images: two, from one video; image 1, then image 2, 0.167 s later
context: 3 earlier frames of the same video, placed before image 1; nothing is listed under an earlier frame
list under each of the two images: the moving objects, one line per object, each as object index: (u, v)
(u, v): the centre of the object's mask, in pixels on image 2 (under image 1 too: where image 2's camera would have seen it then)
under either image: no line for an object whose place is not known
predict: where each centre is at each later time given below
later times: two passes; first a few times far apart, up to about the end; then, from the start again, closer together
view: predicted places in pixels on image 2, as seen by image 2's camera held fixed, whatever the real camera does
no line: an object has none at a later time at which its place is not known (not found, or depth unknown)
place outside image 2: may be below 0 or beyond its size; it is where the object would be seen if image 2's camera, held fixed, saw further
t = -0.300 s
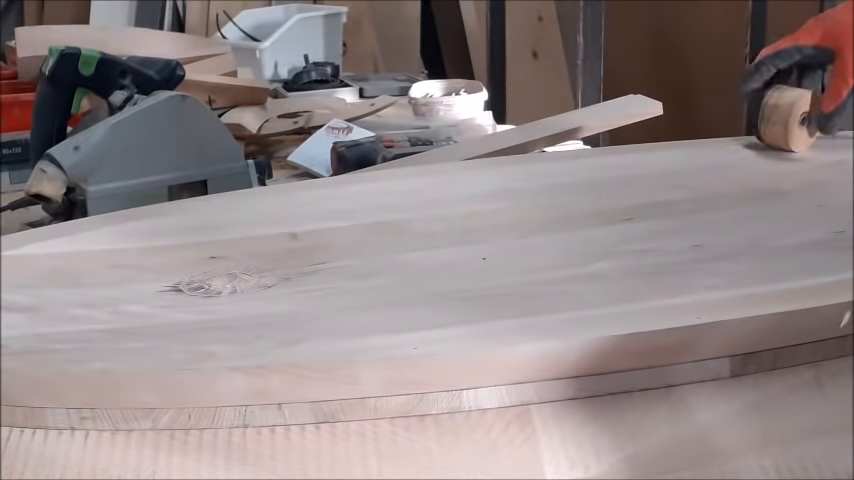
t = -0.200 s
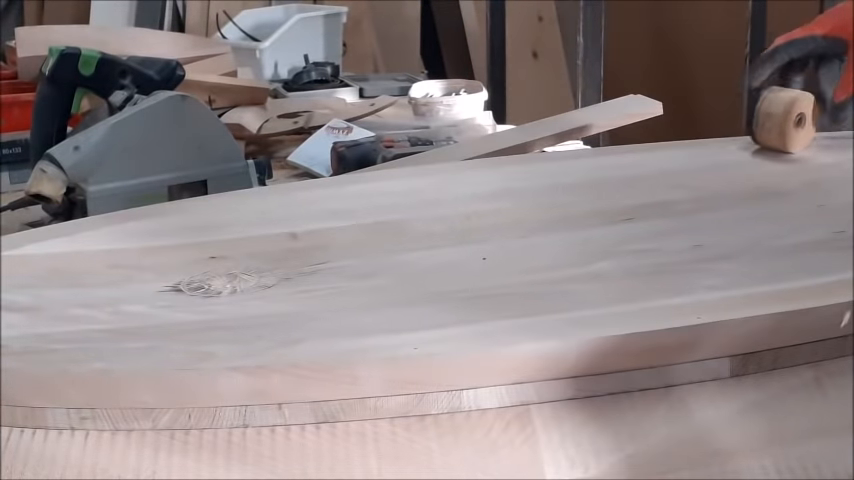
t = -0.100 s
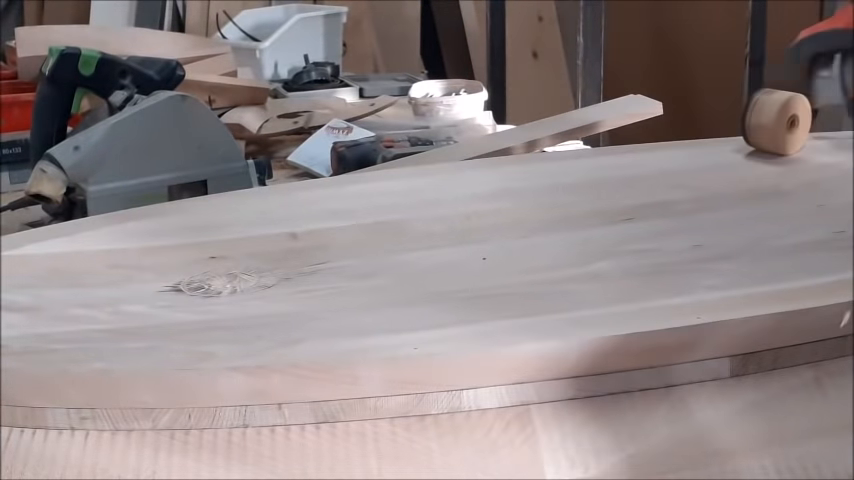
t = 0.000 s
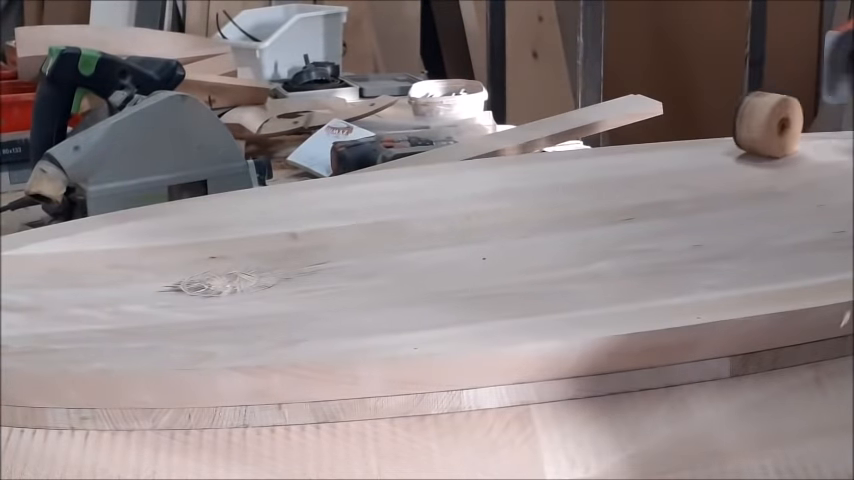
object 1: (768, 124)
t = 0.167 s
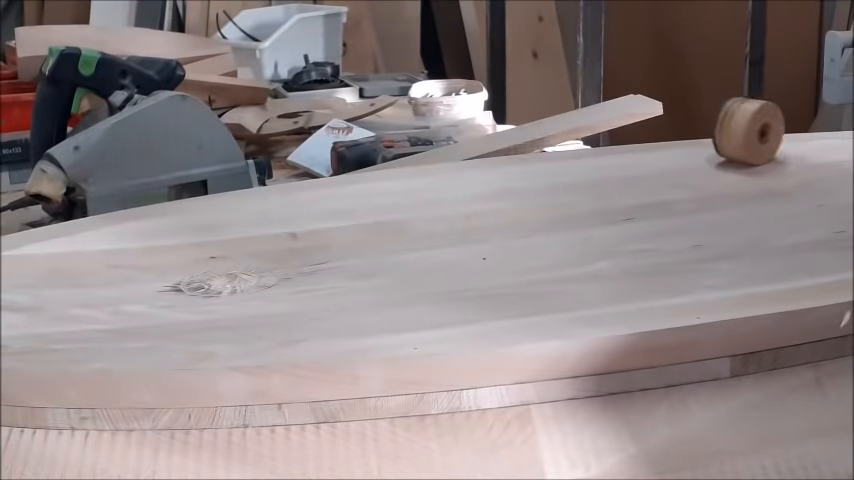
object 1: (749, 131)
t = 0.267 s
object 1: (734, 135)
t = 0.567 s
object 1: (677, 154)
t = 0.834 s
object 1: (611, 172)
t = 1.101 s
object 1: (534, 195)
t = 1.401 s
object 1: (435, 222)
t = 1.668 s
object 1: (339, 245)
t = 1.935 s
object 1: (242, 268)
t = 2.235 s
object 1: (152, 284)
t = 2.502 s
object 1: (117, 290)
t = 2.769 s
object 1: (134, 287)
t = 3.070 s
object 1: (194, 277)
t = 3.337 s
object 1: (265, 262)
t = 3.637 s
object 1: (346, 240)
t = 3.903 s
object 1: (406, 222)
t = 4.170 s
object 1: (451, 208)
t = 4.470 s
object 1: (481, 196)
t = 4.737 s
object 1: (500, 189)
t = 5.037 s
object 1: (510, 187)
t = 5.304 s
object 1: (500, 189)
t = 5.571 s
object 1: (488, 193)
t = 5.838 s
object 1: (475, 198)
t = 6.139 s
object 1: (454, 206)
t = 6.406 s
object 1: (428, 215)
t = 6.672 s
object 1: (398, 224)
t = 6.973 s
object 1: (359, 236)
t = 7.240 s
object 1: (332, 244)
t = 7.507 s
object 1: (318, 247)
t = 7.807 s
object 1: (315, 248)
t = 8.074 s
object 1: (315, 248)
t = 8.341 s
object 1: (315, 248)
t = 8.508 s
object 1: (315, 248)
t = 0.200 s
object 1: (744, 132)
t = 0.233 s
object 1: (739, 134)
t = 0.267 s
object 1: (734, 135)
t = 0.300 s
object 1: (728, 137)
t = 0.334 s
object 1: (723, 139)
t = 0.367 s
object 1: (717, 141)
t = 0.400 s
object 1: (711, 143)
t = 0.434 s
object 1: (705, 145)
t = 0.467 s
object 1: (699, 148)
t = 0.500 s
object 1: (692, 150)
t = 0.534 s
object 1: (685, 152)
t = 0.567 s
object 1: (677, 154)
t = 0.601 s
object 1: (669, 156)
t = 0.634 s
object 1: (662, 158)
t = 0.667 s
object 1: (654, 160)
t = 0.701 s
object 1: (646, 163)
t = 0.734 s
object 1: (637, 165)
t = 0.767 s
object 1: (629, 168)
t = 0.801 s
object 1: (620, 170)
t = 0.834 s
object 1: (611, 172)
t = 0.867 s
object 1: (602, 175)
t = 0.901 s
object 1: (593, 178)
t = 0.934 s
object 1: (584, 180)
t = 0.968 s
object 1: (574, 183)
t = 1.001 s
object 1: (564, 186)
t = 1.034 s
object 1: (554, 189)
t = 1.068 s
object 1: (544, 192)
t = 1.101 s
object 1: (534, 195)
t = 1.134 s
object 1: (523, 198)
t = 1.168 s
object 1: (513, 201)
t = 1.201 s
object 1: (502, 204)
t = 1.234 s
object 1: (492, 207)
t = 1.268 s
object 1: (481, 210)
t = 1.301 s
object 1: (469, 213)
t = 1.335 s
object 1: (458, 216)
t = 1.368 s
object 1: (447, 219)
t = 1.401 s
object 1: (435, 222)
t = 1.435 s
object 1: (423, 225)
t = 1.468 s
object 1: (412, 228)
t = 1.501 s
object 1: (400, 231)
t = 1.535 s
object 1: (387, 234)
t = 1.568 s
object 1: (375, 237)
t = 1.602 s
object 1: (363, 240)
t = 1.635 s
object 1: (351, 243)
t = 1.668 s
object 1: (339, 245)
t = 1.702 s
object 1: (326, 248)
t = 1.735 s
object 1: (314, 251)
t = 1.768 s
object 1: (302, 254)
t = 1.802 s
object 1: (290, 257)
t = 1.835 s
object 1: (278, 260)
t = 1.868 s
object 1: (266, 263)
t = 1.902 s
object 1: (254, 265)
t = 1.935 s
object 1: (242, 268)
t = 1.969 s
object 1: (230, 270)
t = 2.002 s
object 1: (219, 272)
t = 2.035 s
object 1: (208, 274)
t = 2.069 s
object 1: (198, 276)
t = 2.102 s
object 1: (188, 279)
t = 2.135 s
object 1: (178, 280)
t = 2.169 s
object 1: (169, 282)
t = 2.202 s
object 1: (160, 283)
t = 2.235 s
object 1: (152, 284)
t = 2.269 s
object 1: (145, 285)
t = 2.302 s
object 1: (138, 286)
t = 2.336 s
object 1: (133, 287)
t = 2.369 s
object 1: (128, 288)
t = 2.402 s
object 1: (124, 289)
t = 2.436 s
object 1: (120, 289)
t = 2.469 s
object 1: (118, 289)
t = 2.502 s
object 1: (117, 290)
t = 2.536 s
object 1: (116, 290)
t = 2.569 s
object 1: (116, 290)
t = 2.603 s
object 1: (117, 290)
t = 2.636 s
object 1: (119, 289)
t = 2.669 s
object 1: (121, 289)
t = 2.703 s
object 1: (125, 288)
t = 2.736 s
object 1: (129, 288)
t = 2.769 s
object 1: (134, 287)
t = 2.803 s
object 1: (139, 286)
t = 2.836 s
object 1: (145, 285)
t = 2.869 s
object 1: (151, 284)
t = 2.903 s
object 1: (157, 283)
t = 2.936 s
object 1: (164, 282)
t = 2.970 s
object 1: (171, 281)
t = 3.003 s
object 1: (179, 280)
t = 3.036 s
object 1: (186, 278)
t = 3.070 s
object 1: (194, 277)
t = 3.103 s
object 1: (203, 275)
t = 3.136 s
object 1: (211, 273)
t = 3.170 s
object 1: (220, 271)
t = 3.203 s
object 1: (229, 269)
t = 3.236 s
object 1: (238, 267)
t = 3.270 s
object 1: (247, 265)
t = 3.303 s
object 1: (256, 263)
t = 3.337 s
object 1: (265, 262)
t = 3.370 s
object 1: (276, 259)
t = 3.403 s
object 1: (283, 257)
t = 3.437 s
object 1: (293, 254)
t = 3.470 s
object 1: (302, 252)
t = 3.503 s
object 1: (312, 249)
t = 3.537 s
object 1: (320, 247)
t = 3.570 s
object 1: (329, 244)
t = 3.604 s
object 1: (337, 242)
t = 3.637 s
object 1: (346, 240)
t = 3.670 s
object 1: (354, 238)
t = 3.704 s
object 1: (363, 235)
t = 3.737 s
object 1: (370, 233)
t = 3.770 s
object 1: (378, 231)
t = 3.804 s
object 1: (386, 229)
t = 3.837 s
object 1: (393, 227)
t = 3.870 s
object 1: (400, 224)
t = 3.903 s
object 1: (406, 222)
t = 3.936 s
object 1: (413, 220)
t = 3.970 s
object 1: (419, 218)
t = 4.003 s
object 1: (425, 216)
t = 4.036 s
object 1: (430, 215)
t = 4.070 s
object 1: (436, 213)
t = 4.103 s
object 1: (441, 212)
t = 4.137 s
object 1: (446, 210)
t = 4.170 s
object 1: (451, 208)
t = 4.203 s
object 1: (455, 206)
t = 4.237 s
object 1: (459, 205)
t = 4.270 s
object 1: (463, 203)
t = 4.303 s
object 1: (467, 202)
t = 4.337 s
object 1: (470, 201)
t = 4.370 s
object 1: (473, 199)
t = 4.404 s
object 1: (476, 198)
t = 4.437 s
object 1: (479, 197)
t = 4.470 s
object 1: (481, 196)
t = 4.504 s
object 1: (484, 195)
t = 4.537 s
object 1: (487, 194)
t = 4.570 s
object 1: (489, 193)
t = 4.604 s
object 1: (491, 193)
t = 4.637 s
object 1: (494, 192)
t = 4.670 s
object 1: (496, 191)
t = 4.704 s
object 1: (498, 191)
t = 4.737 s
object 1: (500, 189)
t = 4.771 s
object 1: (502, 189)
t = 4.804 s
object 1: (504, 188)
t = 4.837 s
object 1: (506, 188)
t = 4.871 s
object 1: (507, 187)
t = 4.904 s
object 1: (509, 187)
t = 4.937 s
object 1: (510, 187)
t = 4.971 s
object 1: (510, 186)
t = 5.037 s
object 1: (510, 187)
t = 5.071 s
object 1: (509, 187)
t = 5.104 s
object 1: (508, 187)
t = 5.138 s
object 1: (507, 188)
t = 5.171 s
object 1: (505, 188)
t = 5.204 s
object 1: (504, 188)
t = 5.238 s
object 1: (503, 188)
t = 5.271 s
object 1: (501, 189)
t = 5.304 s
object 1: (500, 189)
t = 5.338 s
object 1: (498, 190)
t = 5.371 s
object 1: (497, 190)
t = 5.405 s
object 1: (495, 191)
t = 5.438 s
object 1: (493, 192)
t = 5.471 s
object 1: (492, 192)
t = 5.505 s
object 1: (491, 193)
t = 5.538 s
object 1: (489, 193)
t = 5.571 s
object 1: (488, 193)
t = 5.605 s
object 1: (486, 194)
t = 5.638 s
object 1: (485, 195)
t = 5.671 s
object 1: (483, 195)
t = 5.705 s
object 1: (482, 196)
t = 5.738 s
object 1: (480, 196)
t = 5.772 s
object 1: (478, 197)
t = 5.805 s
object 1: (477, 198)
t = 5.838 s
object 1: (475, 198)
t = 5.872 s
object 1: (473, 199)
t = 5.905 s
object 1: (471, 200)
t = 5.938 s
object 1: (469, 200)
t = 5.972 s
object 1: (467, 201)
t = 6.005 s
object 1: (464, 202)
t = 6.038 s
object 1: (462, 203)
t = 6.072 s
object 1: (460, 204)
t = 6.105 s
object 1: (457, 205)
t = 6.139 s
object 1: (454, 206)
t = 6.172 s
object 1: (451, 207)
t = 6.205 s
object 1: (448, 208)
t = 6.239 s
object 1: (445, 209)
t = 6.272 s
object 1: (441, 210)
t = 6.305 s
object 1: (438, 212)
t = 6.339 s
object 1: (435, 213)
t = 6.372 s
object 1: (431, 214)
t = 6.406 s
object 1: (428, 215)
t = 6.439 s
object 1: (425, 216)
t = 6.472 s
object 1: (421, 217)
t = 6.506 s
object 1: (418, 218)
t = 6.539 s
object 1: (414, 219)
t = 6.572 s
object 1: (410, 220)
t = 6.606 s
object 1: (407, 222)
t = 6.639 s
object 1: (403, 223)
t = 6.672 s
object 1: (398, 224)
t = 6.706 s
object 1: (394, 226)
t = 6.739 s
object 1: (390, 227)
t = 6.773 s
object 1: (386, 228)
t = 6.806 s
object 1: (381, 230)
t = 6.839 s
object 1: (377, 231)
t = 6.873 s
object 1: (372, 233)
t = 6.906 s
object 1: (368, 234)
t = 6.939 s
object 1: (363, 235)
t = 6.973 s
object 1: (359, 236)
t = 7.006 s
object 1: (355, 237)
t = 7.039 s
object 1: (351, 238)
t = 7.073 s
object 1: (347, 240)
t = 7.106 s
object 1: (344, 240)
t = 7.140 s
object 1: (341, 242)
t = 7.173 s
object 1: (337, 242)
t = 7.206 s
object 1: (335, 243)
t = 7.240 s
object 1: (332, 244)
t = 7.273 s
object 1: (330, 244)
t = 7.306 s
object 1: (327, 245)
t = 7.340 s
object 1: (325, 246)
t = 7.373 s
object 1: (323, 246)
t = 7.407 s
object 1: (321, 247)
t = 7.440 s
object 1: (320, 247)
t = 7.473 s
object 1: (319, 247)
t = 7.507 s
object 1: (318, 247)
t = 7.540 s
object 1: (317, 248)
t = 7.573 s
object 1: (317, 248)
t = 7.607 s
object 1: (316, 248)
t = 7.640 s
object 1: (316, 248)
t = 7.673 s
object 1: (316, 248)
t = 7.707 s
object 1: (315, 248)
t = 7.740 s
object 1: (315, 248)
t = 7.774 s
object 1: (315, 248)
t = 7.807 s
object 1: (315, 248)
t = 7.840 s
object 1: (315, 248)
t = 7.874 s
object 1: (315, 248)
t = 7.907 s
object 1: (315, 248)
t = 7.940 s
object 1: (315, 248)
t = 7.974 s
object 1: (315, 248)
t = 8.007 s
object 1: (315, 248)
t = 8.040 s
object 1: (315, 248)
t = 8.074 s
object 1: (315, 248)
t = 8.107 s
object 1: (315, 248)
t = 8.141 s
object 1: (315, 248)
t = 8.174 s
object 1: (315, 248)
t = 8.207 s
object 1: (315, 248)
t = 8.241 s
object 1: (315, 248)
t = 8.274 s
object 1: (315, 248)
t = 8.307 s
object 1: (315, 248)
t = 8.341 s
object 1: (315, 248)
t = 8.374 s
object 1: (315, 248)
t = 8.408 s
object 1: (315, 248)
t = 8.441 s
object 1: (315, 248)
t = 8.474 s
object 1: (315, 248)
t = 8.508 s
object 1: (315, 248)
